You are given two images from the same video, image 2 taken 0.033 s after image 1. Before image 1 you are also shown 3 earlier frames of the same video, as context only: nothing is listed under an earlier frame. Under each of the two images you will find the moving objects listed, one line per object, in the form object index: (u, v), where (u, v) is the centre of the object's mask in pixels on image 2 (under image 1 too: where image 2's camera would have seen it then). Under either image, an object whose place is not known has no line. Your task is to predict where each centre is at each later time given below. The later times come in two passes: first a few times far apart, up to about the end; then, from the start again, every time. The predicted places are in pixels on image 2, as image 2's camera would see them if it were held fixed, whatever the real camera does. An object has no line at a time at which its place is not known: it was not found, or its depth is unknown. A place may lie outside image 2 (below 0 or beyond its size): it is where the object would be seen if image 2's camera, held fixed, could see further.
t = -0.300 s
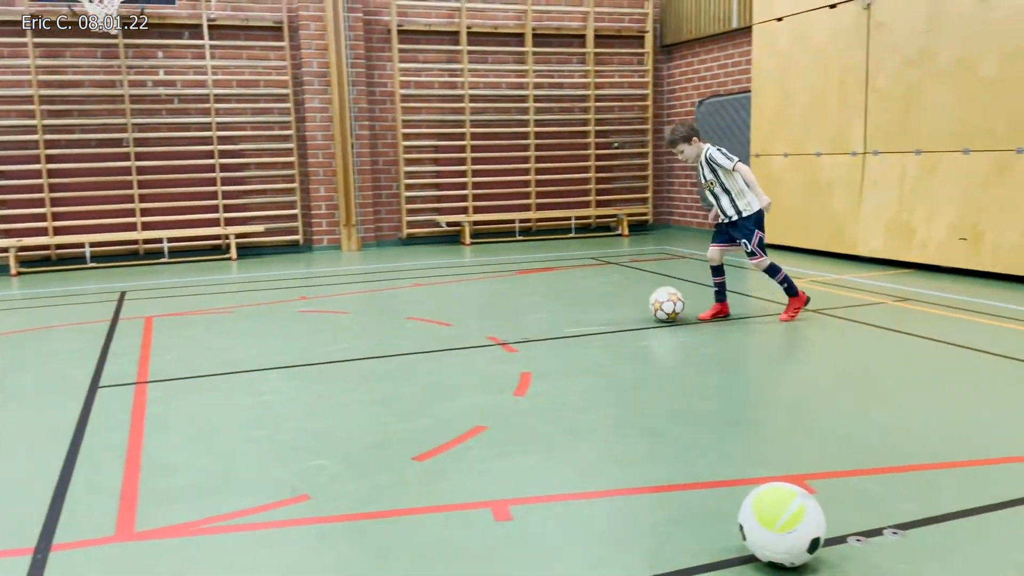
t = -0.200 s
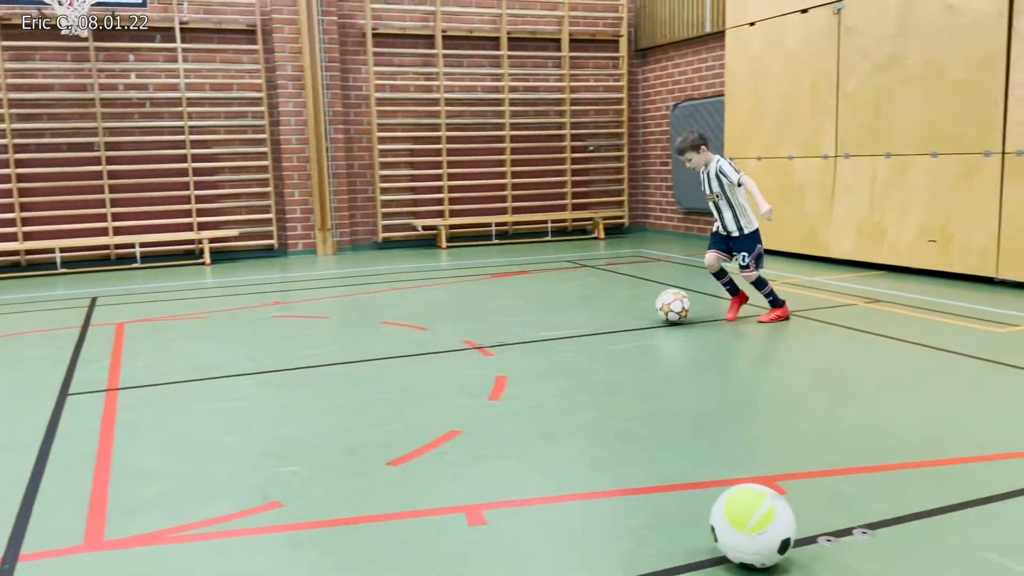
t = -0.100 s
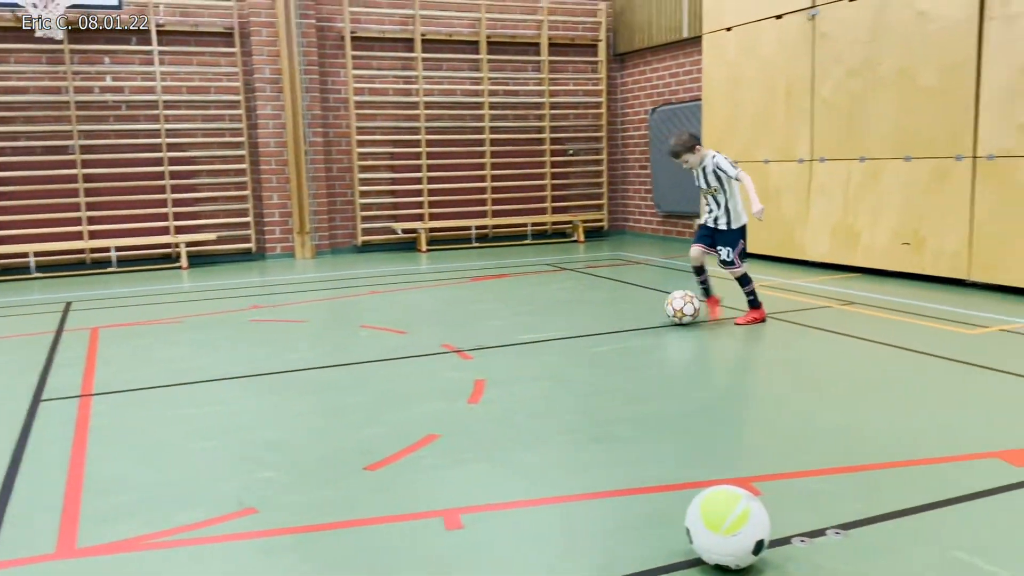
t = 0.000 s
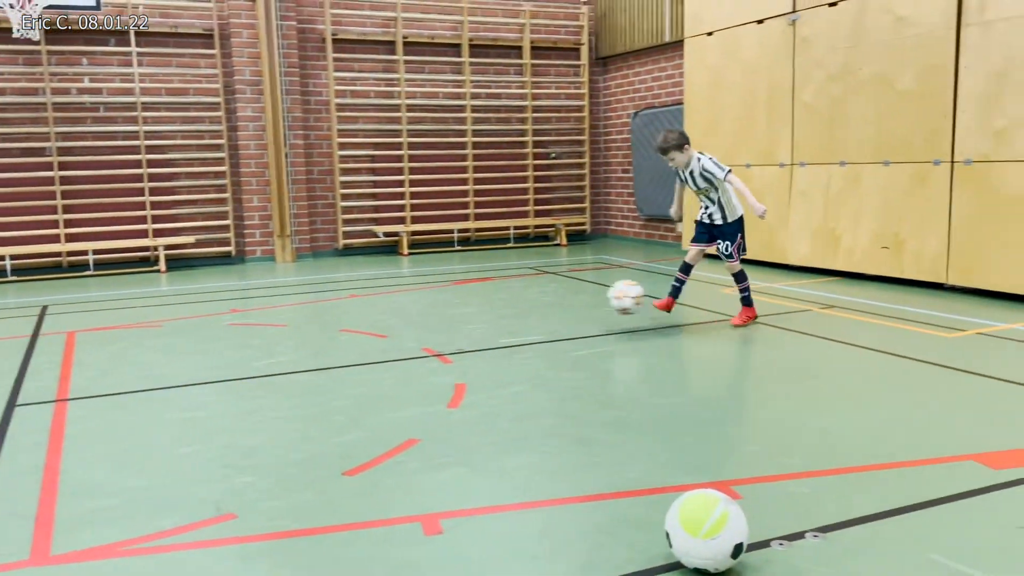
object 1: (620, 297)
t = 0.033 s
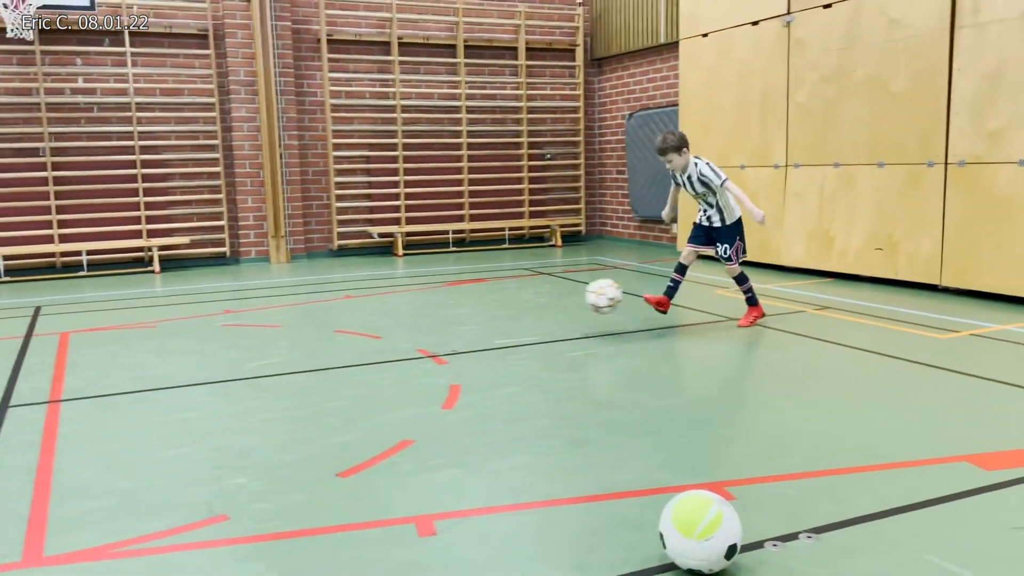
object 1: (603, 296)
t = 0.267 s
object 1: (481, 325)
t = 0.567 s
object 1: (396, 331)
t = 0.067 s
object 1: (585, 296)
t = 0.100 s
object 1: (568, 297)
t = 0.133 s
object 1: (549, 301)
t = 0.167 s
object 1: (531, 307)
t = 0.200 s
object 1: (513, 314)
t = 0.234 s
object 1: (494, 324)
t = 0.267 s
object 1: (481, 325)
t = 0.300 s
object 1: (471, 322)
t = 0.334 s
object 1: (461, 320)
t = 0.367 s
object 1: (452, 319)
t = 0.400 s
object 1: (442, 321)
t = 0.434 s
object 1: (433, 325)
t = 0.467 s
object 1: (423, 331)
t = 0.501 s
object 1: (413, 334)
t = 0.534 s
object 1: (405, 332)
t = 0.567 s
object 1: (396, 331)
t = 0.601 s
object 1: (387, 333)
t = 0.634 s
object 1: (378, 336)
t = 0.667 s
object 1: (369, 339)
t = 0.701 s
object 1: (360, 338)
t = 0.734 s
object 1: (351, 338)
